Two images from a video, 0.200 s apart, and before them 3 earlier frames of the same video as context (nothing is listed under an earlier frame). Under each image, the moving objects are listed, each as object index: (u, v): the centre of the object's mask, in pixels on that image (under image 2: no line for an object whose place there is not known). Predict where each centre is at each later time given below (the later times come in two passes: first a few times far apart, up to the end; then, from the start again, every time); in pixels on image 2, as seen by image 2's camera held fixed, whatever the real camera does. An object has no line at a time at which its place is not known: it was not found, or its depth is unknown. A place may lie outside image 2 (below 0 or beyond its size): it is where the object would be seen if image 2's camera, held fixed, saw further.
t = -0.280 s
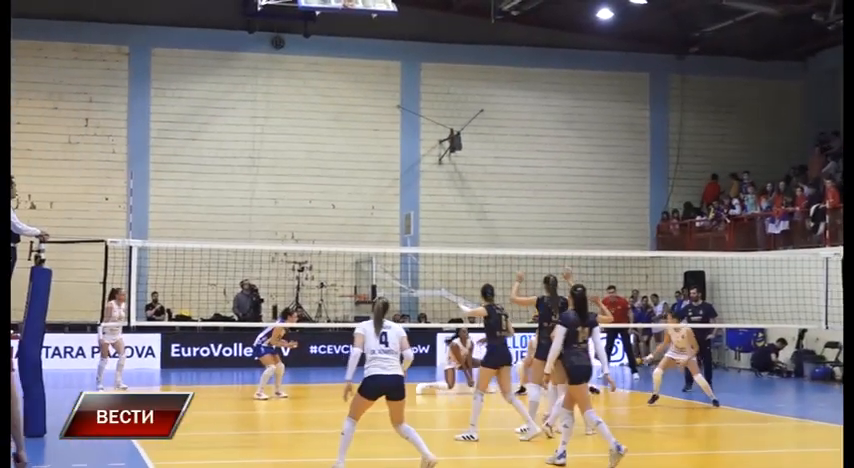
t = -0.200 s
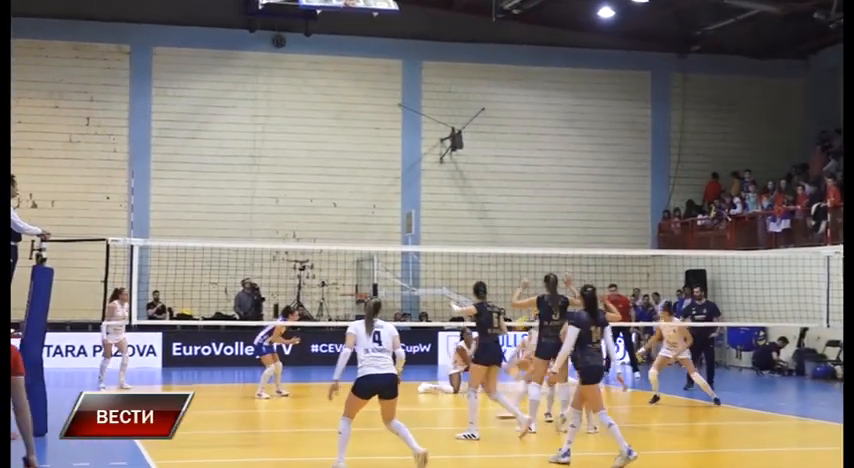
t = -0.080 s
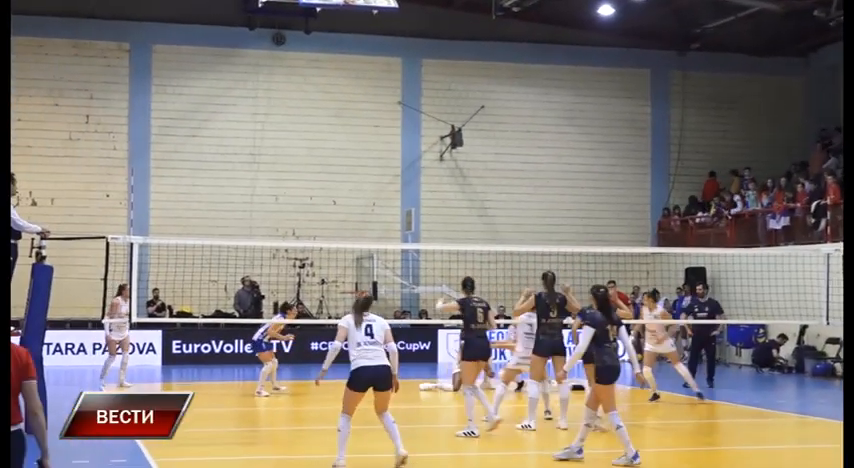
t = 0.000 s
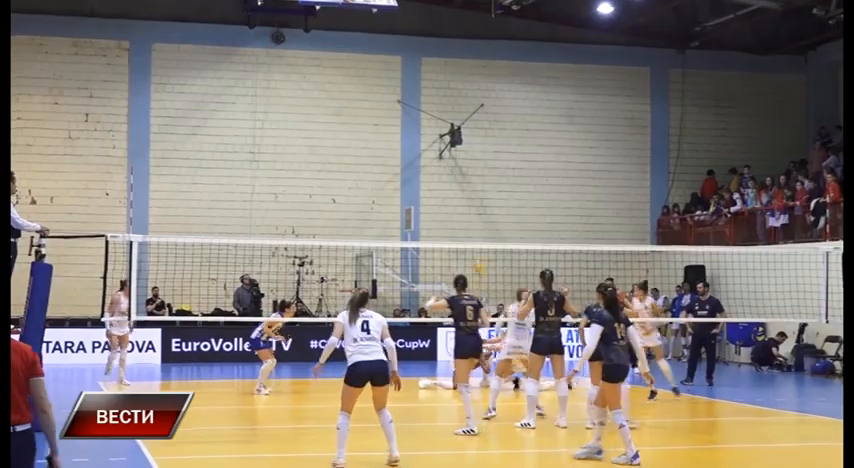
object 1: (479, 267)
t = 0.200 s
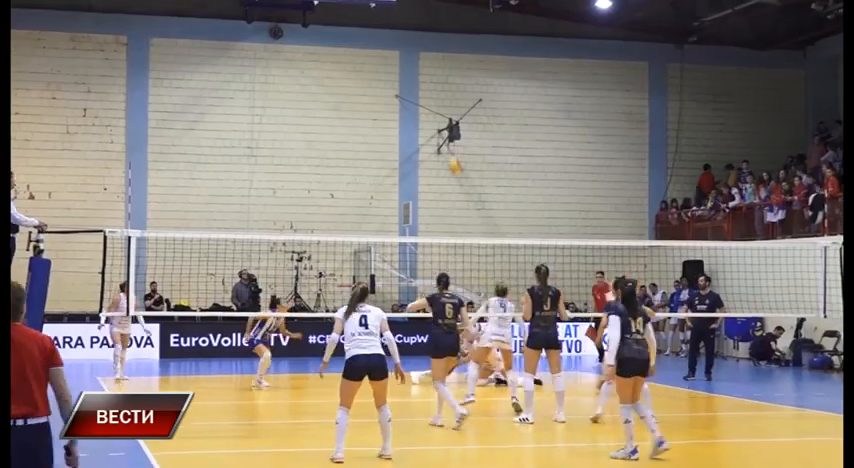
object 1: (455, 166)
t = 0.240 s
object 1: (452, 150)
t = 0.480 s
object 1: (426, 69)
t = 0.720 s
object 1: (404, 23)
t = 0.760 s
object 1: (399, 18)
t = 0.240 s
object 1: (452, 150)
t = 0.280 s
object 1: (447, 135)
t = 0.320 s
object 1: (443, 118)
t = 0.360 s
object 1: (439, 106)
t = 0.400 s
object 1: (435, 91)
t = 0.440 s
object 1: (431, 79)
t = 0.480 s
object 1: (426, 69)
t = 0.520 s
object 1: (424, 59)
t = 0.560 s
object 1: (419, 49)
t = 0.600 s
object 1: (415, 42)
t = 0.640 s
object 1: (411, 34)
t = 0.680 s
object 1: (407, 28)
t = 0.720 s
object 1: (404, 23)
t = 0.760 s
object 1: (399, 18)
